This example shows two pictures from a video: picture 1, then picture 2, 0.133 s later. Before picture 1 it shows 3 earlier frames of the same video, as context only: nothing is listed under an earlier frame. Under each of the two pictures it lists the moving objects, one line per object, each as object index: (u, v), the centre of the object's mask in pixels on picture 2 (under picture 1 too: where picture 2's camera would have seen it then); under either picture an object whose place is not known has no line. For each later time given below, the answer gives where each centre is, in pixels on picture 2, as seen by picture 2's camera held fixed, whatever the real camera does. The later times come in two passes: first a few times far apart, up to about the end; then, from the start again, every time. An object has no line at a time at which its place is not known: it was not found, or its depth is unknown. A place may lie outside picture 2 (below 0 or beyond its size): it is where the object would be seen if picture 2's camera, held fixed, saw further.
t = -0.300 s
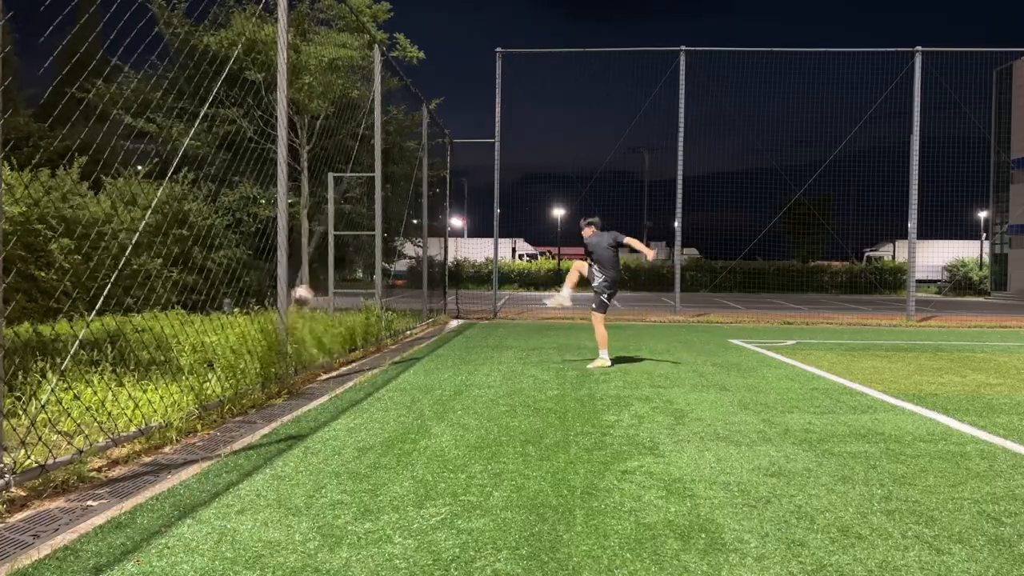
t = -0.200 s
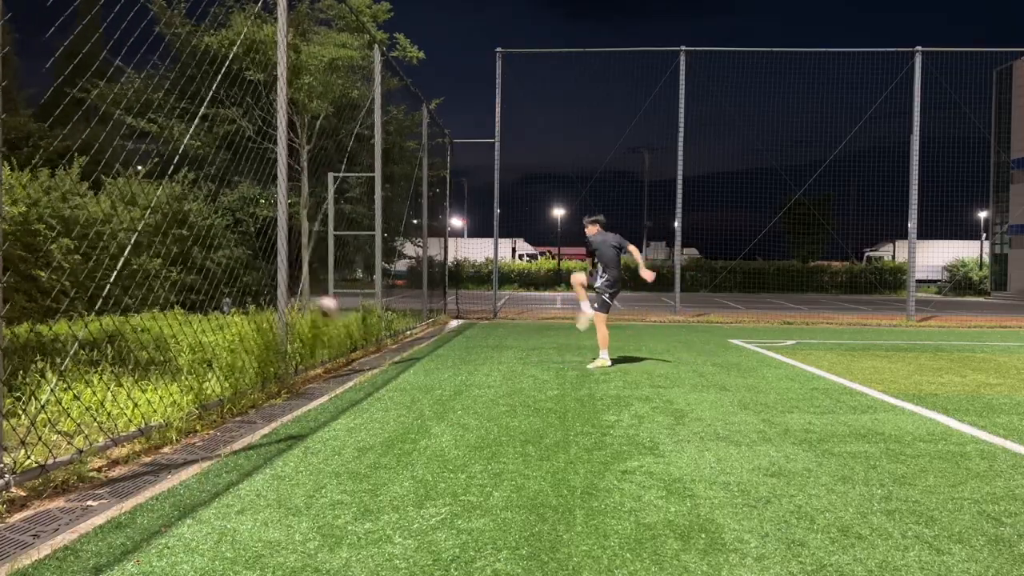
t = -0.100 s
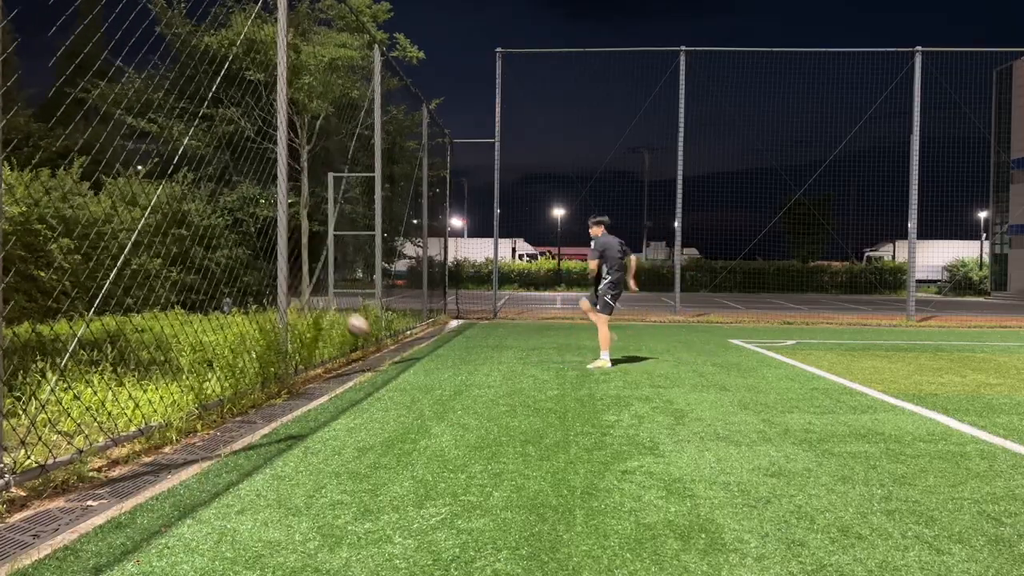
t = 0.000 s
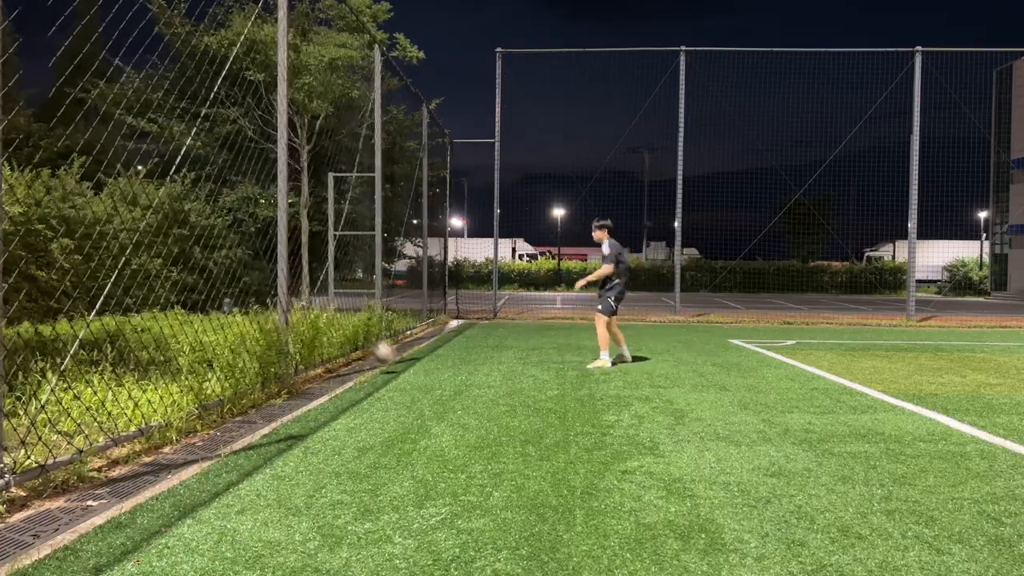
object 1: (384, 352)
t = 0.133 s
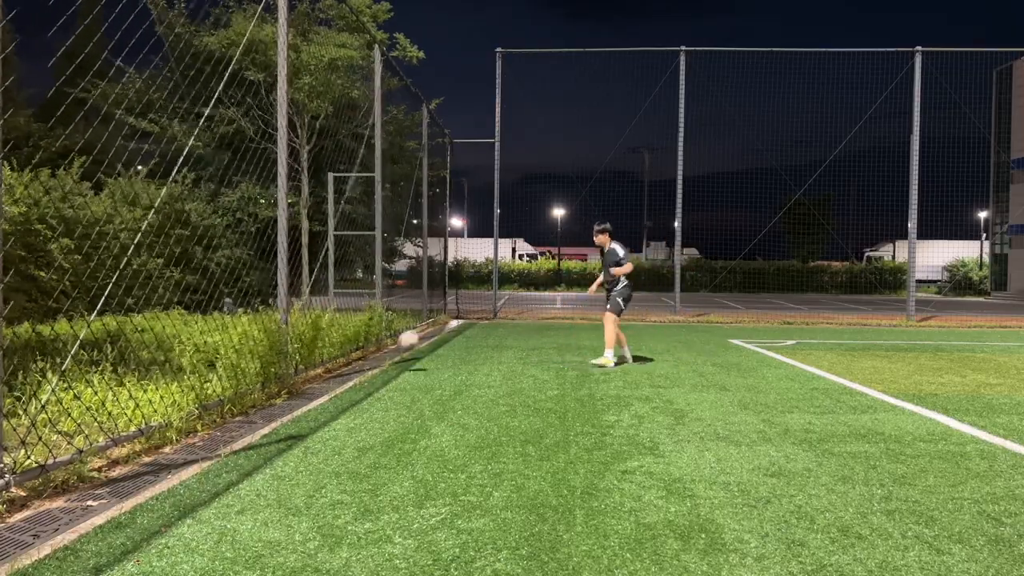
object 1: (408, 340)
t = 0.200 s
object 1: (418, 328)
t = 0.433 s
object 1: (450, 321)
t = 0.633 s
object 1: (477, 354)
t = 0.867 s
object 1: (510, 334)
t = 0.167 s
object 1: (413, 332)
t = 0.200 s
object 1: (418, 328)
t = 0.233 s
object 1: (422, 325)
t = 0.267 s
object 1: (427, 321)
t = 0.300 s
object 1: (432, 319)
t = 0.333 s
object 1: (437, 318)
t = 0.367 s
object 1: (441, 319)
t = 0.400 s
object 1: (445, 319)
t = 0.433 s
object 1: (450, 321)
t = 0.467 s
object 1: (455, 324)
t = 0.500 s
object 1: (459, 328)
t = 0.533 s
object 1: (464, 332)
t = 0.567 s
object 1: (468, 339)
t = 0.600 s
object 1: (474, 345)
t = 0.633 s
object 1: (477, 354)
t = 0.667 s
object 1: (483, 356)
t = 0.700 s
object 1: (487, 349)
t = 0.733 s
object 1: (492, 344)
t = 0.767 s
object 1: (496, 340)
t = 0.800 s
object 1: (500, 337)
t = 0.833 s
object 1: (505, 335)
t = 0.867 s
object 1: (510, 334)
